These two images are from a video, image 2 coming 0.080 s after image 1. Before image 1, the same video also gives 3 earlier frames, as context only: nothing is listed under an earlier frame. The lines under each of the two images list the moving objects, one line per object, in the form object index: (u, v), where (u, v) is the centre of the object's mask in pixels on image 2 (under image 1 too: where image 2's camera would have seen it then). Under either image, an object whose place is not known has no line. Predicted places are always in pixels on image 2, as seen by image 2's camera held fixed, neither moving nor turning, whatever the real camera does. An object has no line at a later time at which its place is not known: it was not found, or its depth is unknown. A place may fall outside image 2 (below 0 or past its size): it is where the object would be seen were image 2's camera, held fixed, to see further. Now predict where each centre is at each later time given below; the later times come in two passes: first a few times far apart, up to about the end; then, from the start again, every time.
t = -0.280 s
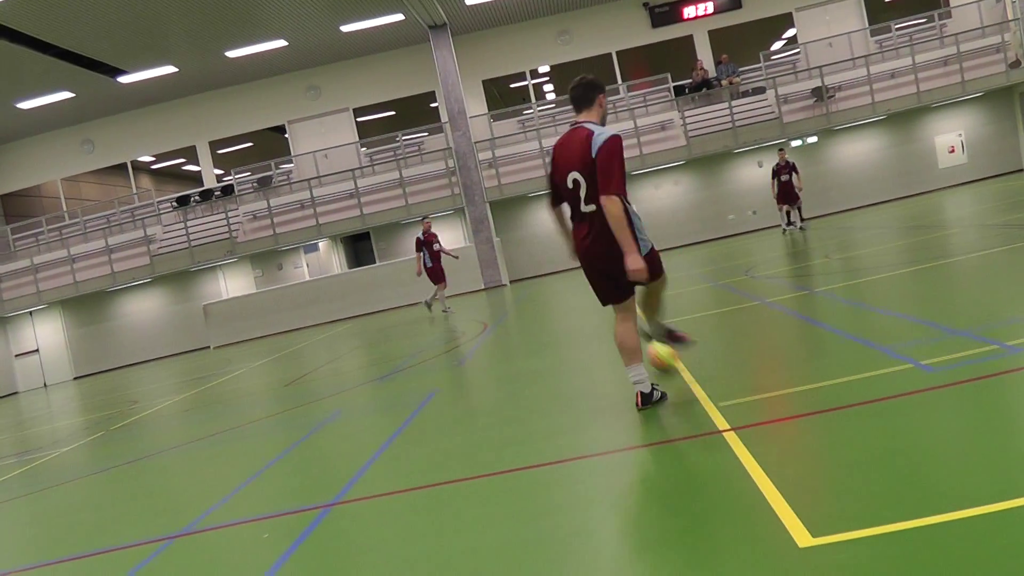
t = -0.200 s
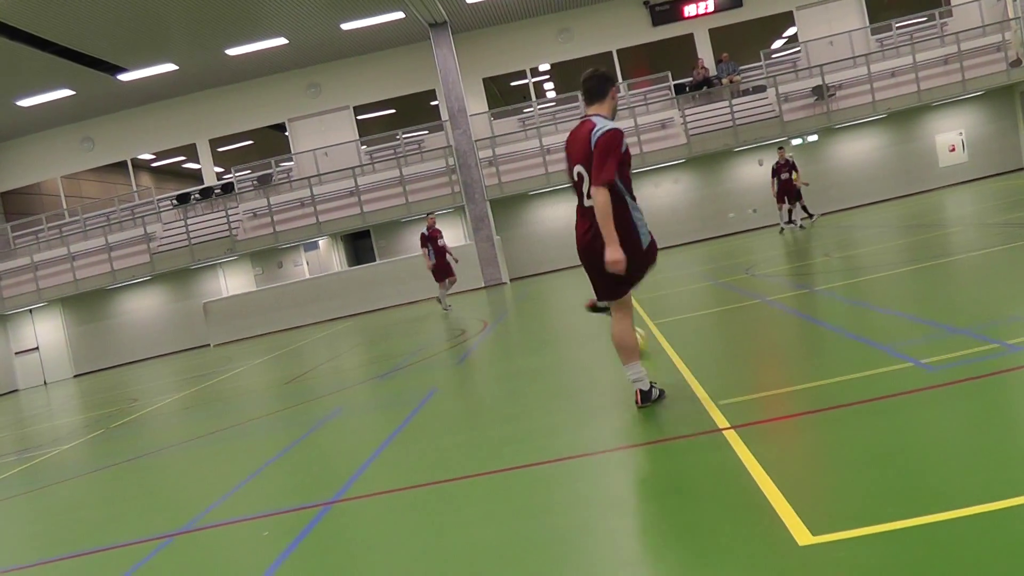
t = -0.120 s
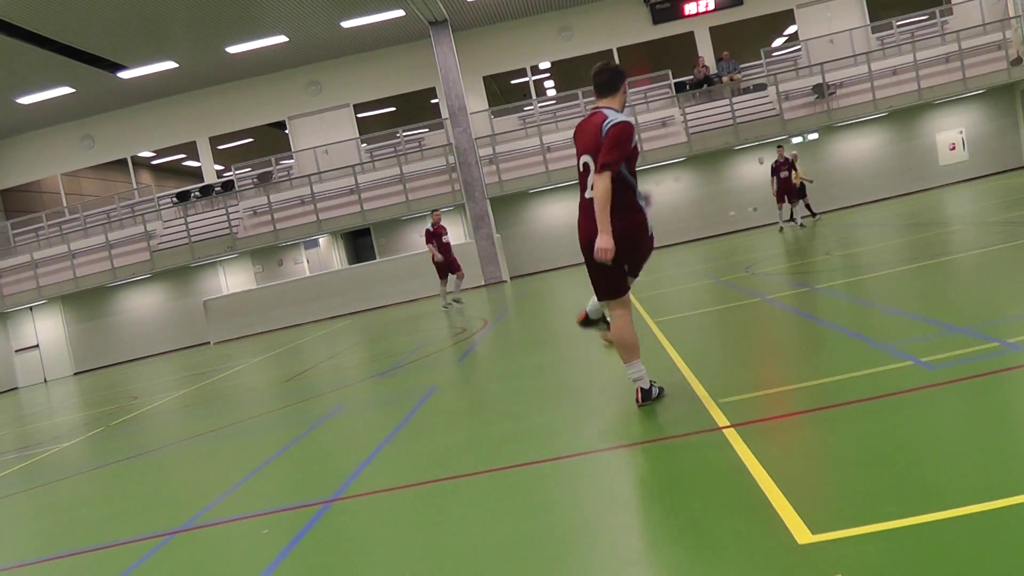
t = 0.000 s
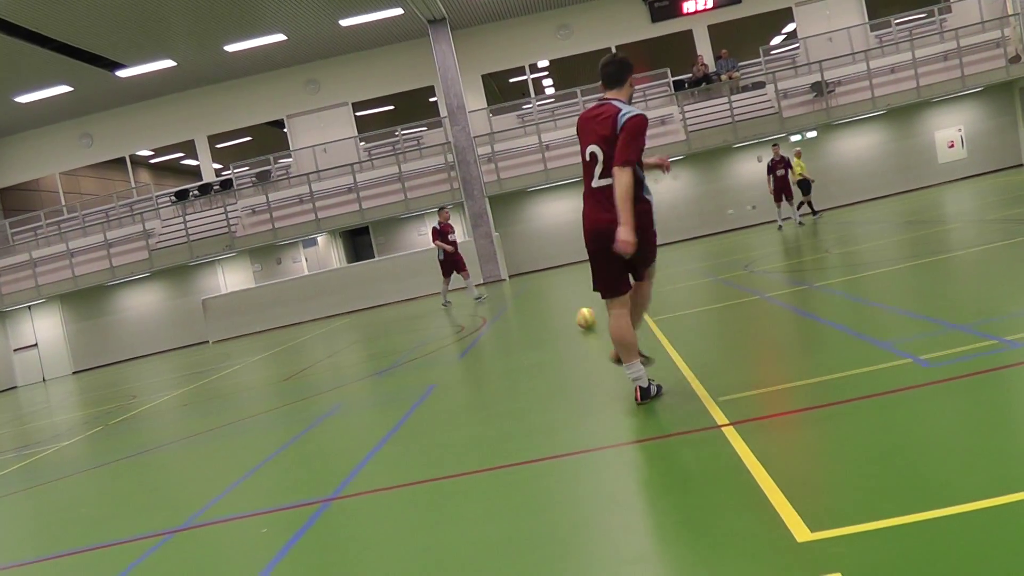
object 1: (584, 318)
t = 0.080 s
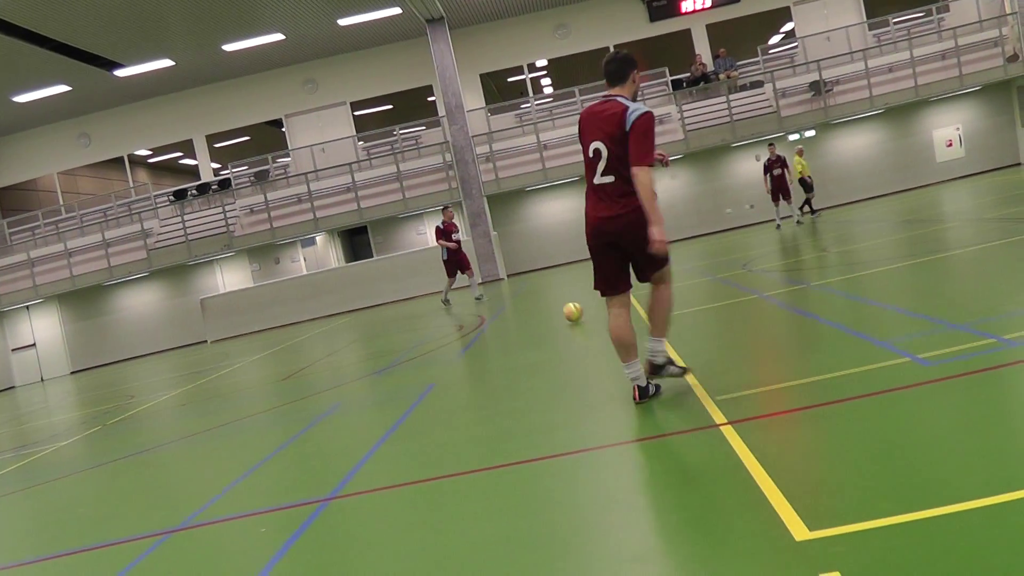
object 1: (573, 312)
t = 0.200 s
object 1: (559, 307)
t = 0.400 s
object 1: (544, 300)
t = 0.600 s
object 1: (530, 295)
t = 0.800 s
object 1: (513, 294)
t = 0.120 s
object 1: (568, 311)
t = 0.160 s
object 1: (564, 308)
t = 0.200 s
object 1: (559, 307)
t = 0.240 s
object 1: (556, 306)
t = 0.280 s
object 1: (552, 304)
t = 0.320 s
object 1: (550, 302)
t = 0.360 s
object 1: (547, 302)
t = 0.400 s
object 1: (544, 300)
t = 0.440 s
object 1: (542, 299)
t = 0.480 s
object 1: (539, 298)
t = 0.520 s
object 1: (536, 297)
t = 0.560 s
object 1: (533, 296)
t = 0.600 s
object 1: (530, 295)
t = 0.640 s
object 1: (527, 295)
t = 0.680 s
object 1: (524, 294)
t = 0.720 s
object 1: (521, 294)
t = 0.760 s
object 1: (517, 293)
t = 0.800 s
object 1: (513, 294)
